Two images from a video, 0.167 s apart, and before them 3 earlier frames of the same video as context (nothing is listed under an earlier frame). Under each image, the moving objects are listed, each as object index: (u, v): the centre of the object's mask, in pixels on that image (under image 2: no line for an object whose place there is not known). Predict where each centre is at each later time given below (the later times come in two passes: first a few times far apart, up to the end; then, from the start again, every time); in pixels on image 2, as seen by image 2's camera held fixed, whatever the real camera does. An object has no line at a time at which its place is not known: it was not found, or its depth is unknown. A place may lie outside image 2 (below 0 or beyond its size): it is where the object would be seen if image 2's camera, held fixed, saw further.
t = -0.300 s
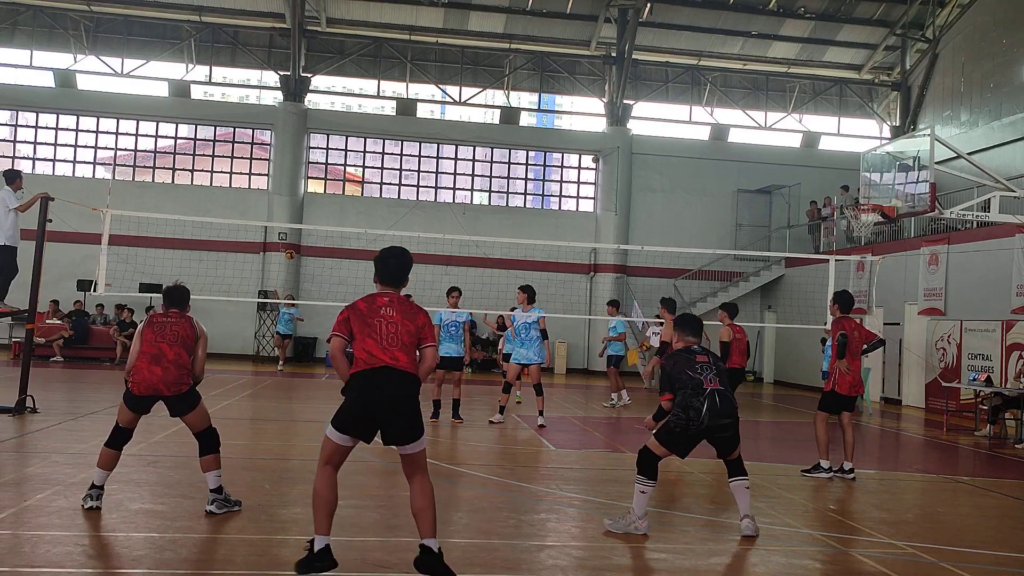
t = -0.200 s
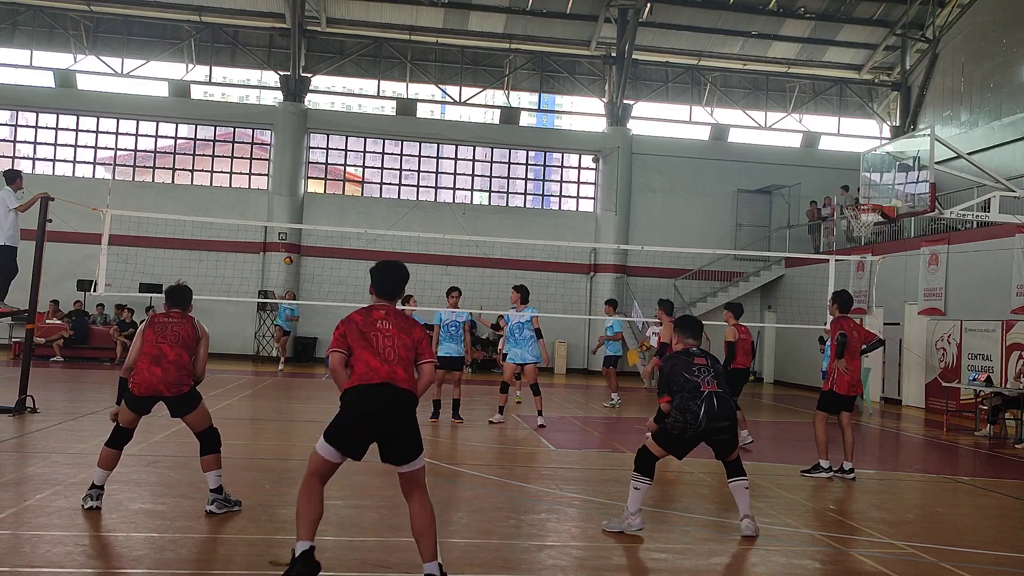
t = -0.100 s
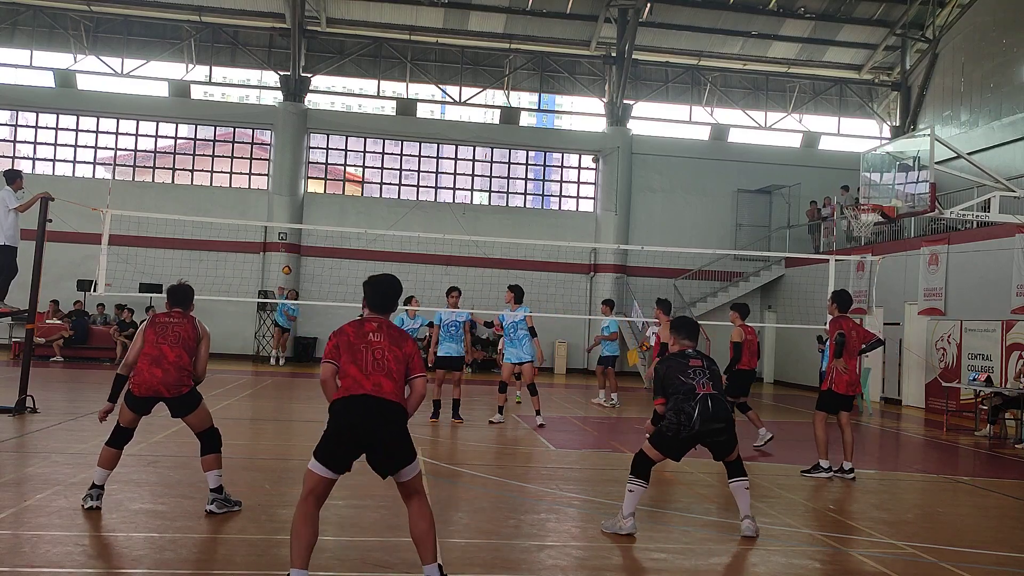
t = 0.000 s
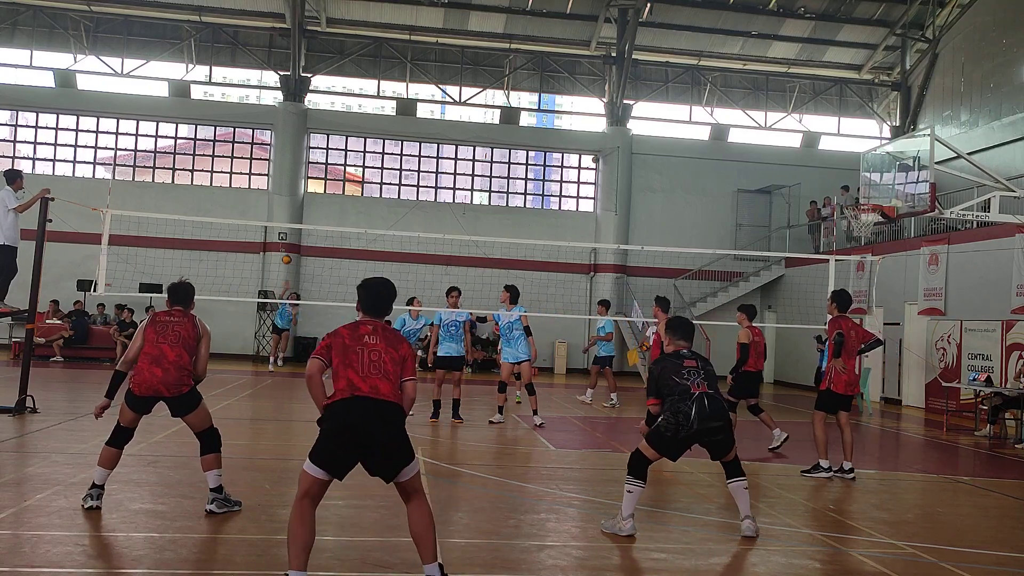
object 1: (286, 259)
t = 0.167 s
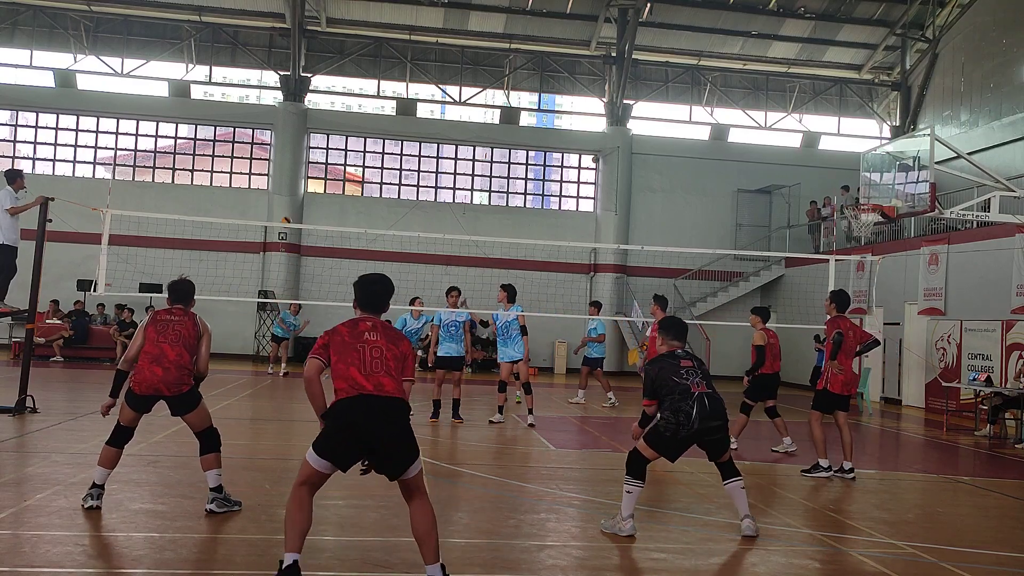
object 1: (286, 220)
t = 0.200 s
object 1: (285, 216)
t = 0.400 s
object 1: (278, 191)
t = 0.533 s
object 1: (270, 188)
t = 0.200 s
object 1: (285, 216)
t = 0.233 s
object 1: (284, 211)
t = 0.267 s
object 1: (283, 205)
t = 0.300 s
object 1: (282, 201)
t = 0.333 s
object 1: (281, 197)
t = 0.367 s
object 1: (280, 194)
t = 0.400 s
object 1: (278, 191)
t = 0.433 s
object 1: (276, 189)
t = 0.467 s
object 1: (275, 188)
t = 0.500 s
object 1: (272, 188)
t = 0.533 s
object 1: (270, 188)
